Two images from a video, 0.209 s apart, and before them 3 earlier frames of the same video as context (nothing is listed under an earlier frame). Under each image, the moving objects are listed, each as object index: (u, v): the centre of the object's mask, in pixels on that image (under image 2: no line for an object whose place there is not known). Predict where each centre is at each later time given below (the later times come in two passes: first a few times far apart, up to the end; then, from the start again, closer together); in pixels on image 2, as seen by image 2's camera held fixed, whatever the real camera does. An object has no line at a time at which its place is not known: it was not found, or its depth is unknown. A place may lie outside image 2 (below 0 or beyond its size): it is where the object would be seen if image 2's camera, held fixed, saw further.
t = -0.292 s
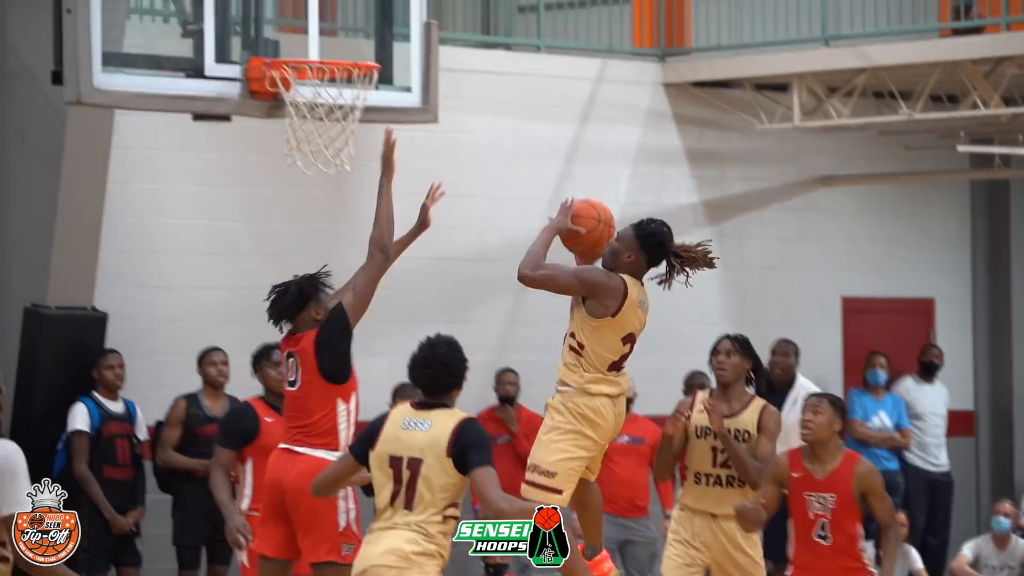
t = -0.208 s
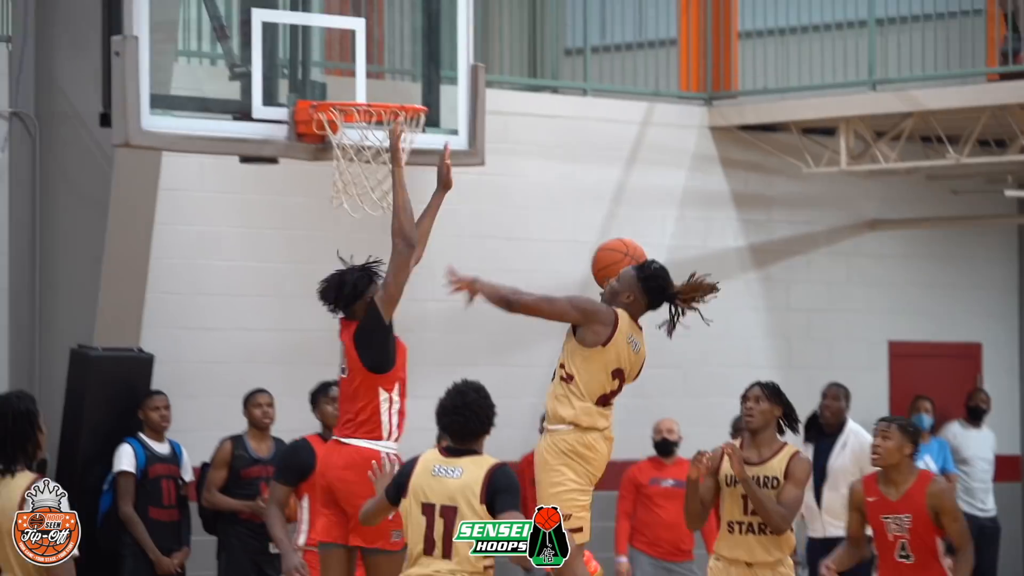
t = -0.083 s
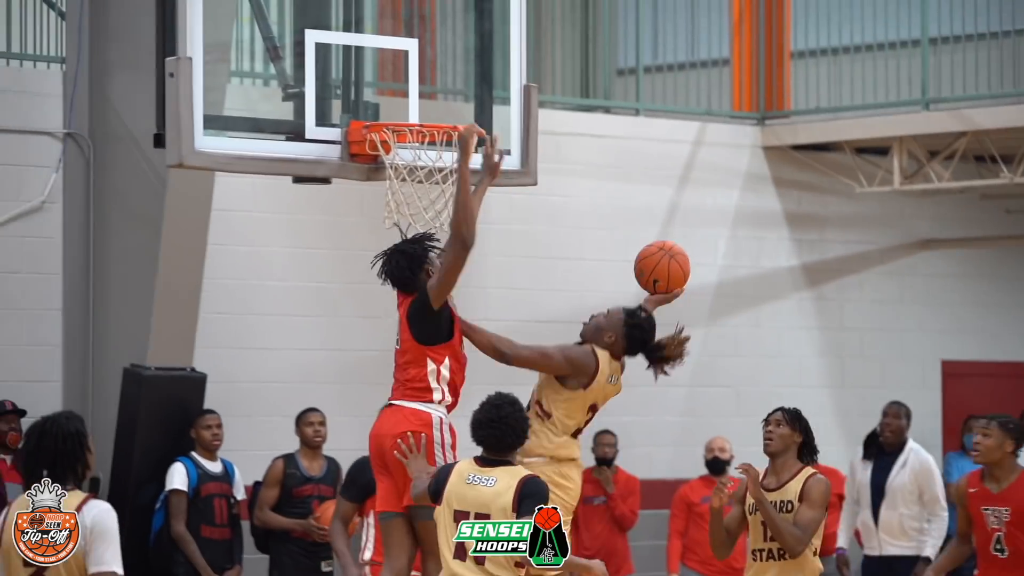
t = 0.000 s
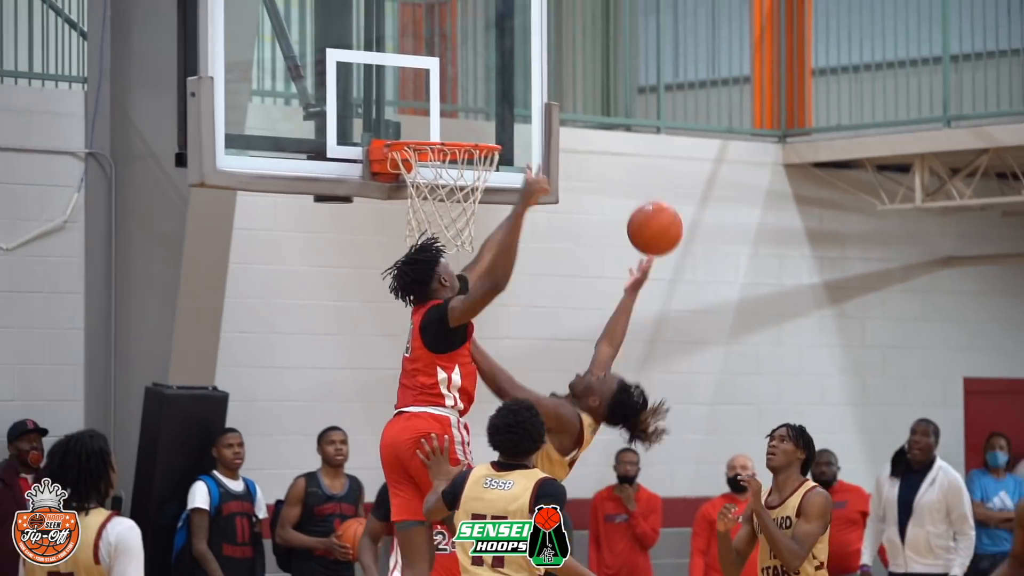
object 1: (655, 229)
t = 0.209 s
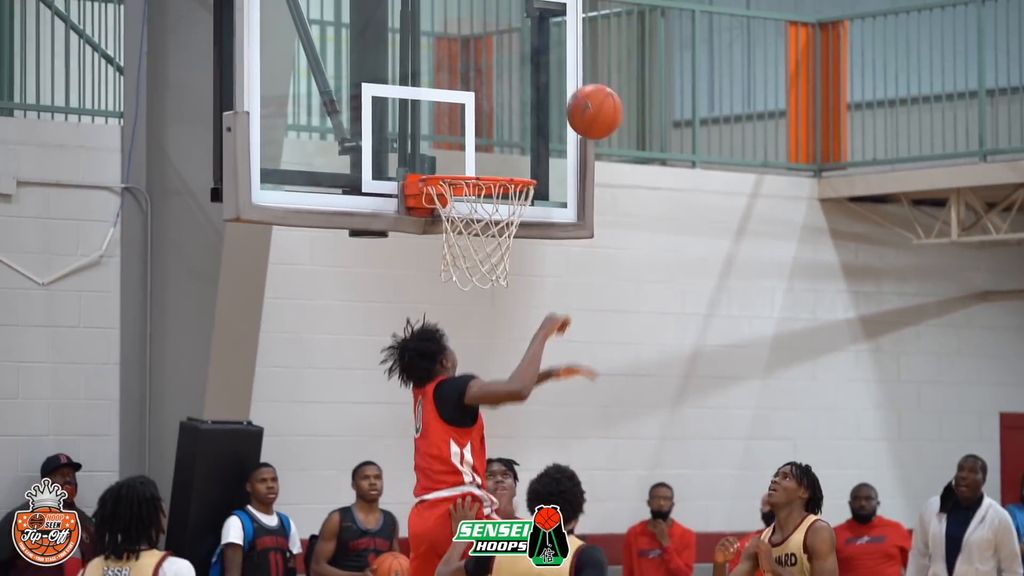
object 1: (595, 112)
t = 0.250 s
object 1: (575, 93)
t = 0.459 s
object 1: (503, 50)
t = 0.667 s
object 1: (490, 89)
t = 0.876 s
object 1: (482, 209)
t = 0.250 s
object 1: (575, 93)
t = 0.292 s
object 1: (556, 77)
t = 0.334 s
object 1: (537, 66)
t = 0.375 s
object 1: (519, 58)
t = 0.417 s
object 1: (504, 54)
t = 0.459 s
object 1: (503, 50)
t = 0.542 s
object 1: (496, 54)
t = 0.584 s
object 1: (494, 61)
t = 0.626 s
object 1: (492, 73)
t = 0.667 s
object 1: (490, 89)
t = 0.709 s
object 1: (487, 109)
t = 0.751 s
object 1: (485, 133)
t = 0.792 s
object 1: (482, 157)
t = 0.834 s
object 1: (483, 187)
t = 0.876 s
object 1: (482, 209)
